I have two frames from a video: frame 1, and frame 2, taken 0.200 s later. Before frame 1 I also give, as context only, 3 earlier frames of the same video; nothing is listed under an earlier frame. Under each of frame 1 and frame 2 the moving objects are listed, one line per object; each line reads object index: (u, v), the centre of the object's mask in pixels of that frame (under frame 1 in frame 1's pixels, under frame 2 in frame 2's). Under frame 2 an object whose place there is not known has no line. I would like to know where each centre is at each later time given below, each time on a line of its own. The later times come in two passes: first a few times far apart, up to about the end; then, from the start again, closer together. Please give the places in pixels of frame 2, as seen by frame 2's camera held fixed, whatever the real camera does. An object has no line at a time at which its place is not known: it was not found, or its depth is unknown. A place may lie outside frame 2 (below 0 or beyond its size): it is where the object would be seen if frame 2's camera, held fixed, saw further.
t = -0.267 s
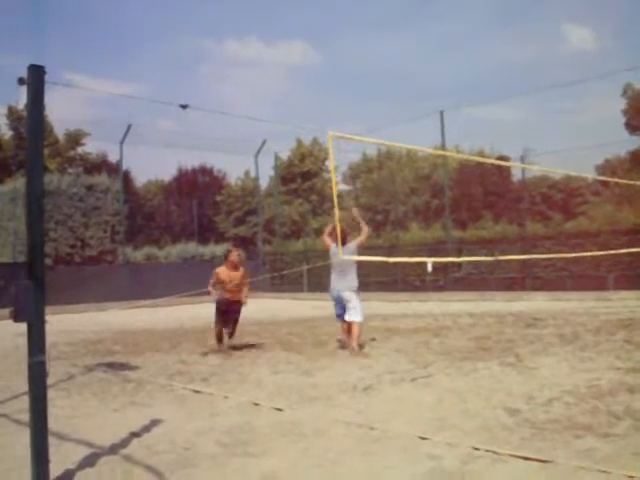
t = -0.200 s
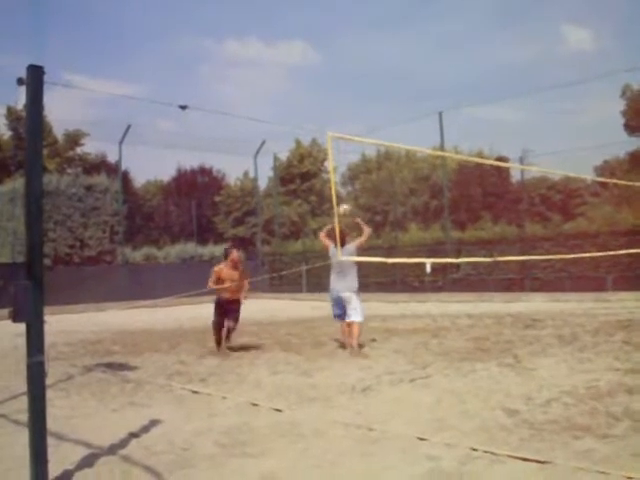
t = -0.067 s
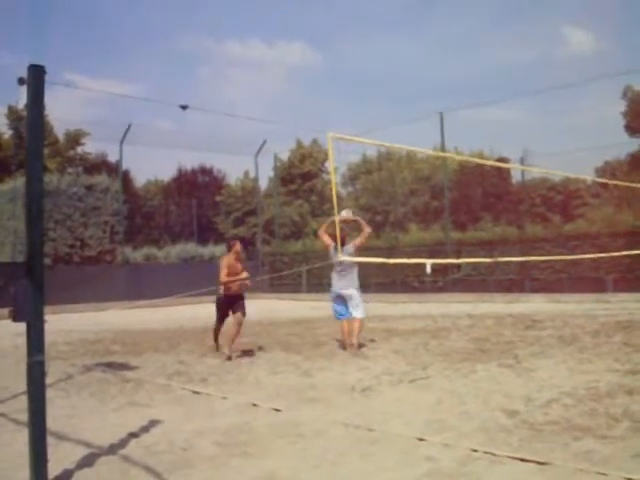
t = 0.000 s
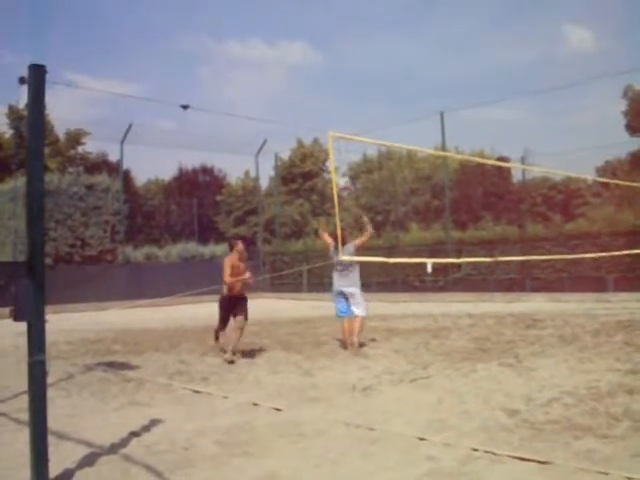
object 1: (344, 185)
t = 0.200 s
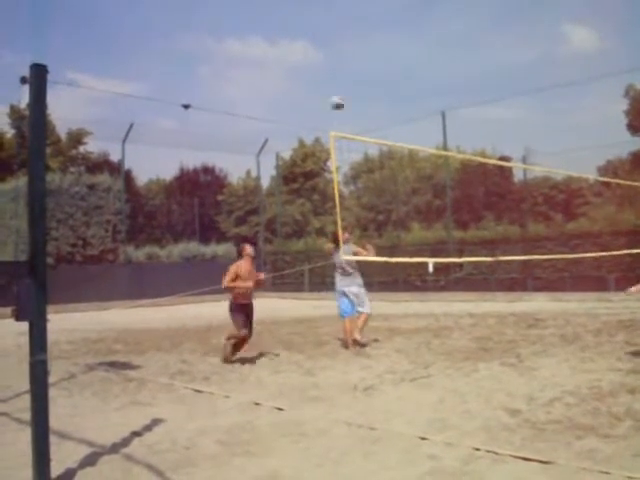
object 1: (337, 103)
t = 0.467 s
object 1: (328, 27)
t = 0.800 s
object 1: (316, 3)
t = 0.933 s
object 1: (309, 5)
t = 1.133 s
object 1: (301, 54)
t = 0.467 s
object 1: (328, 27)
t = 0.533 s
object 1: (324, 15)
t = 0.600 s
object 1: (322, 7)
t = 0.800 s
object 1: (316, 3)
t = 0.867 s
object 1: (312, 1)
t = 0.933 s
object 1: (309, 5)
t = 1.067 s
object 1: (303, 32)
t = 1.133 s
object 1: (301, 54)
